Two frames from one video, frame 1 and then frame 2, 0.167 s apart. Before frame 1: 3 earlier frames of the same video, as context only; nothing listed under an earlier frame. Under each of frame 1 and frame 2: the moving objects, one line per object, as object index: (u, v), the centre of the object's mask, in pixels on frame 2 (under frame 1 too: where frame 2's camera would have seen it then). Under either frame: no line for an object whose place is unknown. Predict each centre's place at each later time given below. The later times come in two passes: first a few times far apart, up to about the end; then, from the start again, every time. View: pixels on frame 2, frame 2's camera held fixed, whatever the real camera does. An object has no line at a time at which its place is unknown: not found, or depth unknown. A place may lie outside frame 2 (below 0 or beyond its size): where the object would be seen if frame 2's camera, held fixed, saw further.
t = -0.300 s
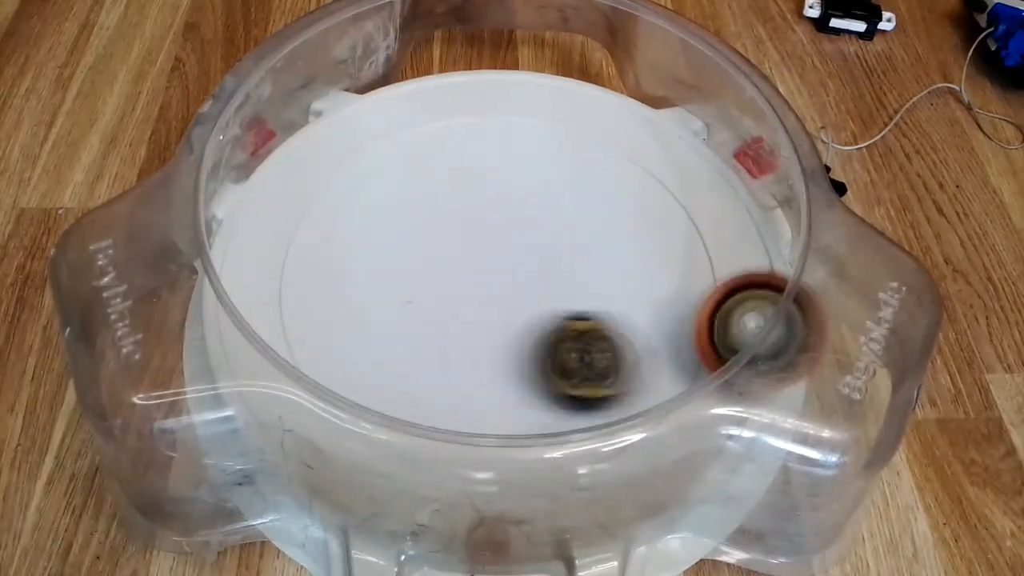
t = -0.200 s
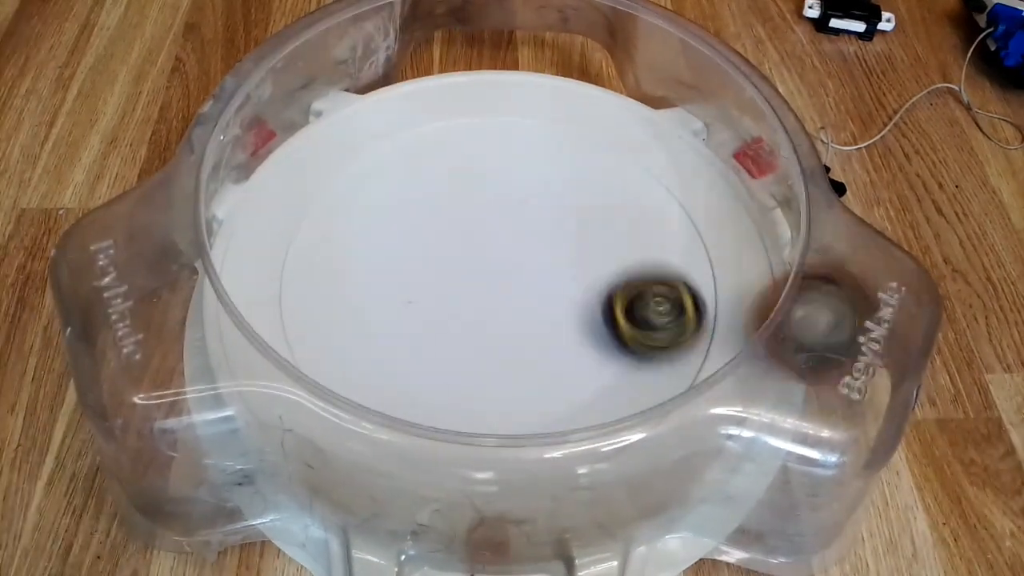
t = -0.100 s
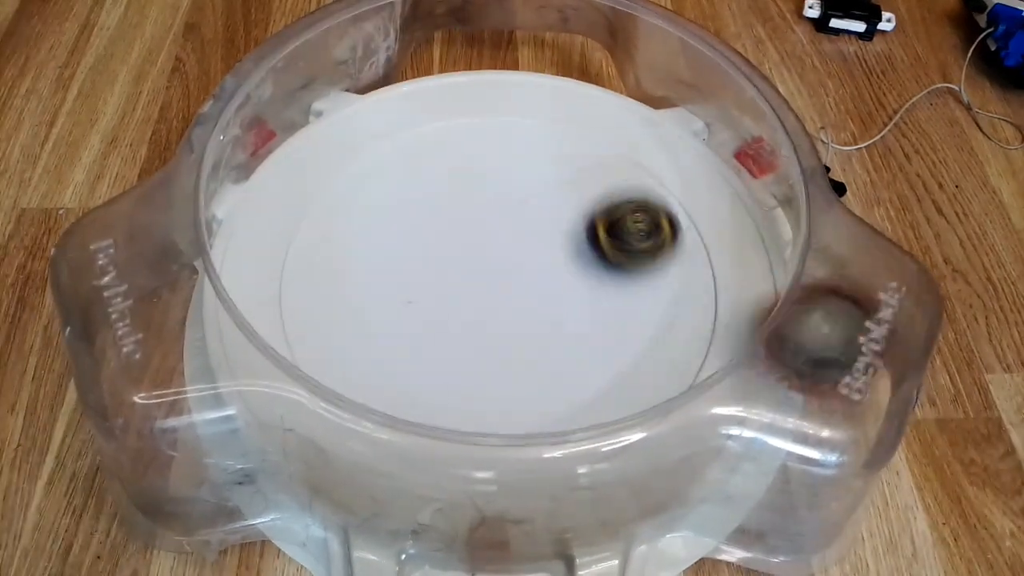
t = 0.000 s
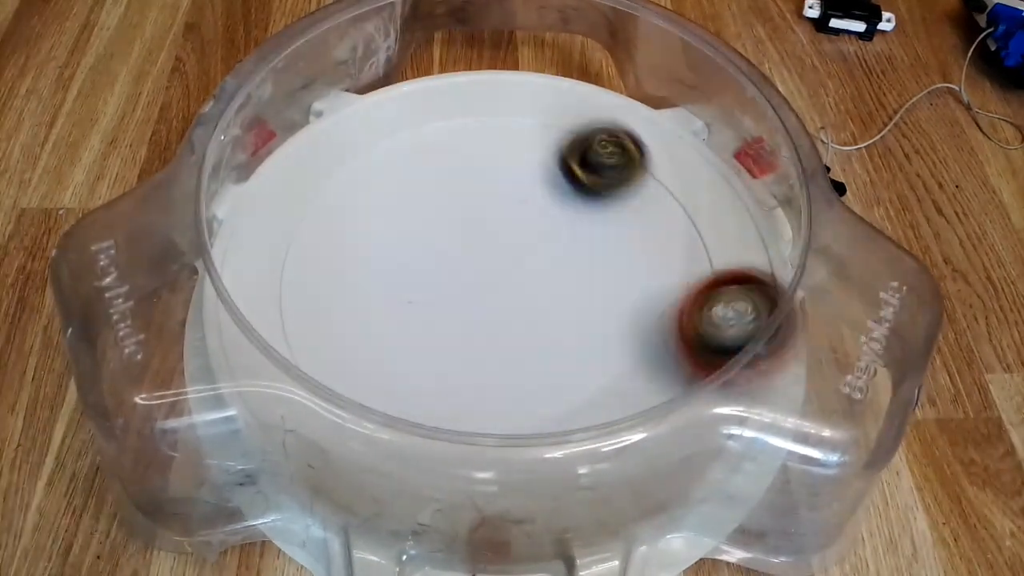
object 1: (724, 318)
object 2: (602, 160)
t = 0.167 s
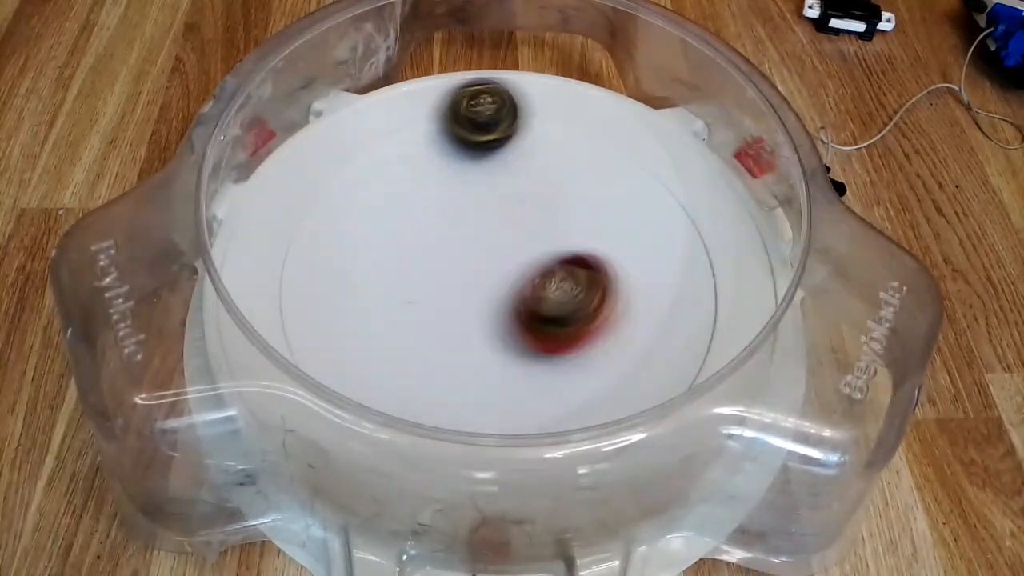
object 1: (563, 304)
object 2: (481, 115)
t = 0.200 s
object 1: (526, 298)
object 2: (455, 123)
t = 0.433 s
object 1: (406, 319)
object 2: (299, 213)
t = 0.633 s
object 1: (459, 430)
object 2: (390, 320)
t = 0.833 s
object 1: (641, 364)
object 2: (565, 250)
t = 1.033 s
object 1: (618, 223)
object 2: (583, 118)
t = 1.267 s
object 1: (453, 216)
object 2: (433, 121)
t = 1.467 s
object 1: (380, 301)
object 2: (387, 220)
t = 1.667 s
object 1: (463, 382)
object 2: (497, 298)
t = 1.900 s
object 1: (502, 285)
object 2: (669, 242)
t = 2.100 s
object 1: (498, 251)
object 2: (621, 154)
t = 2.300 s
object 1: (432, 250)
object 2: (510, 160)
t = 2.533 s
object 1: (406, 298)
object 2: (487, 203)
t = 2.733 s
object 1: (460, 344)
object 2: (526, 221)
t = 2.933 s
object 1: (493, 336)
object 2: (547, 238)
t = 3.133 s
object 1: (459, 328)
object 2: (594, 218)
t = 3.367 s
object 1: (452, 311)
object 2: (590, 216)
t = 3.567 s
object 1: (468, 282)
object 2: (563, 245)
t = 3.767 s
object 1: (428, 277)
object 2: (561, 278)
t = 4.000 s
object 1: (449, 262)
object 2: (539, 323)
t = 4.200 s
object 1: (469, 254)
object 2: (531, 343)
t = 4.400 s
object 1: (480, 248)
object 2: (514, 339)
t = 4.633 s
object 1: (488, 214)
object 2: (483, 329)
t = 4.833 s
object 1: (505, 226)
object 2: (460, 301)
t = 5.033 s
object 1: (555, 235)
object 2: (413, 255)
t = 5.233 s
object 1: (524, 261)
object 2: (401, 230)
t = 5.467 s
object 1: (525, 294)
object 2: (420, 212)
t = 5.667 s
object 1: (534, 285)
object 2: (477, 215)
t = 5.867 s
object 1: (562, 311)
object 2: (536, 209)
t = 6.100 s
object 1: (544, 306)
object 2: (578, 220)
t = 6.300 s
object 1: (480, 291)
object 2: (583, 256)
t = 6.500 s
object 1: (440, 254)
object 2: (570, 303)
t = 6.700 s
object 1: (467, 233)
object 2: (544, 335)
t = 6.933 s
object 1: (519, 245)
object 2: (493, 341)
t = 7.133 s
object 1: (545, 269)
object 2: (449, 323)
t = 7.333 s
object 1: (620, 251)
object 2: (370, 306)
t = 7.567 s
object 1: (586, 275)
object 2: (380, 282)
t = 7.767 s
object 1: (510, 303)
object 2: (439, 238)
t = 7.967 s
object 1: (419, 296)
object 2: (490, 183)
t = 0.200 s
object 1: (526, 298)
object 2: (455, 123)
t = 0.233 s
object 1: (495, 277)
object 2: (429, 136)
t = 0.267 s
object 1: (463, 262)
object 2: (405, 154)
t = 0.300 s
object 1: (436, 254)
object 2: (381, 178)
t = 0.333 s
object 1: (423, 268)
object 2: (350, 176)
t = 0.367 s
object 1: (416, 279)
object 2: (323, 178)
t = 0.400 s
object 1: (409, 300)
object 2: (307, 190)
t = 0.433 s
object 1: (406, 319)
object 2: (299, 213)
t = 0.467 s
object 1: (408, 328)
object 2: (298, 240)
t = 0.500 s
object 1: (411, 350)
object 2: (304, 264)
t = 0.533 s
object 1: (417, 369)
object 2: (315, 284)
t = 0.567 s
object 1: (425, 379)
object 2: (337, 308)
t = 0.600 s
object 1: (436, 386)
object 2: (364, 324)
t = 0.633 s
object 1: (459, 430)
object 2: (390, 320)
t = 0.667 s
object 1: (501, 484)
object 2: (419, 313)
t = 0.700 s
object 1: (536, 466)
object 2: (451, 306)
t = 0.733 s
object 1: (568, 432)
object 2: (484, 297)
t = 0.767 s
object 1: (594, 398)
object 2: (515, 283)
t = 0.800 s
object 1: (620, 380)
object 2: (542, 267)
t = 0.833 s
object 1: (641, 364)
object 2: (565, 250)
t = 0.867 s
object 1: (652, 338)
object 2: (583, 230)
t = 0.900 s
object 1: (657, 311)
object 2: (596, 207)
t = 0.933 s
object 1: (656, 287)
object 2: (603, 183)
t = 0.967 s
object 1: (649, 263)
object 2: (604, 160)
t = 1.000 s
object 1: (636, 241)
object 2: (599, 136)
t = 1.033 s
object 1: (618, 223)
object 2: (583, 118)
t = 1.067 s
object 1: (597, 207)
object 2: (561, 114)
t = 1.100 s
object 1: (573, 192)
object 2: (534, 116)
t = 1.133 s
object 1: (548, 191)
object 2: (510, 115)
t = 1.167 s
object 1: (525, 192)
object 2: (486, 112)
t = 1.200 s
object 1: (501, 193)
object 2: (466, 114)
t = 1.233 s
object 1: (476, 202)
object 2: (449, 118)
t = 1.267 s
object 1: (453, 216)
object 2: (433, 121)
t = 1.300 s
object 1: (429, 232)
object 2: (419, 130)
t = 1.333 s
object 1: (406, 248)
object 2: (406, 141)
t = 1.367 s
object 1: (388, 261)
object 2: (396, 157)
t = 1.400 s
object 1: (377, 274)
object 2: (388, 176)
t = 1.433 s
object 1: (375, 287)
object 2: (384, 198)
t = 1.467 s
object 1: (380, 301)
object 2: (387, 220)
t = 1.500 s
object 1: (389, 329)
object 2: (396, 236)
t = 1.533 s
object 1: (402, 354)
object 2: (409, 253)
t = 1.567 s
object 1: (417, 370)
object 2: (426, 268)
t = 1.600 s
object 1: (434, 378)
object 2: (447, 281)
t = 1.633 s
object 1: (450, 382)
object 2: (471, 291)
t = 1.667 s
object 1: (463, 382)
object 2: (497, 298)
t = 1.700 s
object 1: (473, 378)
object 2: (526, 303)
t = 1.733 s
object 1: (481, 368)
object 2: (555, 305)
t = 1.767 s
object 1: (487, 352)
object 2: (581, 303)
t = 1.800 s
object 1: (492, 334)
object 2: (609, 295)
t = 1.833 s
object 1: (496, 316)
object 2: (635, 281)
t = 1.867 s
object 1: (500, 300)
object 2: (656, 263)
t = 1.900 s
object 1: (502, 285)
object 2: (669, 242)
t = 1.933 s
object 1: (504, 273)
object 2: (676, 221)
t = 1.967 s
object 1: (506, 262)
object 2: (675, 201)
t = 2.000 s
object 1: (507, 256)
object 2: (668, 184)
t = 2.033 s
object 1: (507, 252)
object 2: (656, 170)
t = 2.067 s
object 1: (504, 251)
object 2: (640, 161)
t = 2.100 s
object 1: (498, 251)
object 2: (621, 154)
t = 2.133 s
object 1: (489, 249)
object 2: (600, 150)
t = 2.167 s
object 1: (482, 244)
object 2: (577, 150)
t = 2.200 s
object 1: (474, 239)
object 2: (556, 152)
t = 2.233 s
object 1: (468, 234)
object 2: (530, 159)
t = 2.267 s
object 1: (459, 234)
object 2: (512, 165)
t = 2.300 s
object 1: (432, 250)
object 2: (510, 160)
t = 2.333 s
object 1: (410, 264)
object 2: (509, 161)
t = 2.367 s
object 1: (394, 276)
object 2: (504, 165)
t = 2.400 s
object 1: (383, 285)
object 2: (500, 170)
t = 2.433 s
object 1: (380, 291)
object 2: (495, 177)
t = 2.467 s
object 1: (383, 295)
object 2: (491, 185)
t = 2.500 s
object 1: (392, 297)
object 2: (488, 193)
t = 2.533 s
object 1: (406, 298)
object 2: (487, 203)
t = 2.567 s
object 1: (424, 298)
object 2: (486, 213)
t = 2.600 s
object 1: (443, 297)
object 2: (487, 222)
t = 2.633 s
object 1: (451, 310)
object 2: (496, 225)
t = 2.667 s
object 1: (453, 326)
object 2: (510, 221)
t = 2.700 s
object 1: (456, 337)
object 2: (520, 220)
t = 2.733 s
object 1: (460, 344)
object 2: (526, 221)
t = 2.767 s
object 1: (465, 348)
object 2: (531, 223)
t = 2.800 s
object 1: (470, 350)
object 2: (535, 225)
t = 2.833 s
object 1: (476, 350)
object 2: (539, 229)
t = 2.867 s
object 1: (482, 347)
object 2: (542, 231)
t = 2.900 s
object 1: (487, 343)
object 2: (544, 234)
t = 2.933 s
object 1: (493, 336)
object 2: (547, 238)
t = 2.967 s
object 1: (498, 329)
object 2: (549, 242)
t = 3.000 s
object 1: (501, 320)
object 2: (552, 244)
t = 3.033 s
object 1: (500, 314)
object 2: (557, 245)
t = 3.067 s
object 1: (483, 322)
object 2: (572, 235)
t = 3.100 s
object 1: (469, 326)
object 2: (586, 225)
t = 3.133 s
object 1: (459, 328)
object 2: (594, 218)
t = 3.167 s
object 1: (453, 328)
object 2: (598, 215)
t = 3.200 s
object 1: (450, 326)
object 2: (600, 213)
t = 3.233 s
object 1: (448, 325)
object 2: (599, 212)
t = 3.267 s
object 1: (448, 322)
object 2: (598, 212)
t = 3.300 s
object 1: (449, 318)
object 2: (596, 213)
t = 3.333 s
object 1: (450, 315)
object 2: (593, 214)
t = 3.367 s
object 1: (452, 311)
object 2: (590, 216)
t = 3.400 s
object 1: (454, 306)
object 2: (587, 218)
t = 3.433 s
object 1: (456, 301)
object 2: (584, 221)
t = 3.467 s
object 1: (459, 296)
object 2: (579, 225)
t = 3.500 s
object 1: (461, 291)
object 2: (574, 231)
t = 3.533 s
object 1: (464, 286)
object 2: (569, 237)
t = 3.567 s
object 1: (468, 282)
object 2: (563, 245)
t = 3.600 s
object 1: (465, 279)
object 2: (561, 250)
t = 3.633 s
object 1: (450, 280)
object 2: (568, 255)
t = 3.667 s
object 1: (441, 280)
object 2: (570, 260)
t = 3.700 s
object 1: (434, 280)
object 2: (568, 265)
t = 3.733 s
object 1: (430, 279)
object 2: (565, 272)
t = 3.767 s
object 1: (428, 277)
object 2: (561, 278)
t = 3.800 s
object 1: (429, 276)
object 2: (557, 284)
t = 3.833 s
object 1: (431, 274)
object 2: (553, 291)
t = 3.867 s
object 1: (435, 273)
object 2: (549, 297)
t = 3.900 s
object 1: (440, 271)
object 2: (544, 303)
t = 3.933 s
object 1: (446, 269)
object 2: (541, 309)
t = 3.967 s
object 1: (448, 265)
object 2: (540, 317)
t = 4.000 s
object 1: (449, 262)
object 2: (539, 323)
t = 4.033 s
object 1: (452, 260)
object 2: (539, 329)
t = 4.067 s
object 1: (456, 258)
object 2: (538, 334)
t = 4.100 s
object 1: (460, 257)
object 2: (537, 337)
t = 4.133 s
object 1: (464, 256)
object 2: (536, 340)
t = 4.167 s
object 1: (467, 255)
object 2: (534, 342)
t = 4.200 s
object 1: (469, 254)
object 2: (531, 343)
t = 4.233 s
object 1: (472, 254)
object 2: (529, 343)
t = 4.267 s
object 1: (474, 255)
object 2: (527, 343)
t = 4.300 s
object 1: (477, 254)
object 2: (524, 342)
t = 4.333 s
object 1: (479, 253)
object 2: (521, 341)
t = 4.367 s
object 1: (479, 250)
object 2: (518, 340)
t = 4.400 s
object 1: (480, 248)
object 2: (514, 339)
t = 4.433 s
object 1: (481, 246)
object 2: (510, 336)
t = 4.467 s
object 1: (482, 244)
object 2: (504, 334)
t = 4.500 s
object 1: (483, 236)
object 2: (500, 336)
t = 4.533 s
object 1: (484, 227)
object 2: (496, 336)
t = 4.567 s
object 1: (484, 221)
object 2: (490, 335)
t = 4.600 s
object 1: (485, 216)
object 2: (487, 332)
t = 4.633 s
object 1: (488, 214)
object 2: (483, 329)
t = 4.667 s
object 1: (490, 213)
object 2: (479, 325)
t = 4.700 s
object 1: (492, 214)
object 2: (474, 321)
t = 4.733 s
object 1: (495, 216)
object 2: (470, 317)
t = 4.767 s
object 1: (498, 219)
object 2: (467, 312)
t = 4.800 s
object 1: (501, 223)
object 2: (464, 306)
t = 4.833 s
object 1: (505, 226)
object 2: (460, 301)
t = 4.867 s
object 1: (512, 229)
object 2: (453, 294)
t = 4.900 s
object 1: (527, 228)
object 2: (440, 286)
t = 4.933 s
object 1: (540, 227)
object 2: (431, 277)
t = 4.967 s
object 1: (546, 227)
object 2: (424, 269)
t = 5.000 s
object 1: (552, 230)
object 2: (418, 262)
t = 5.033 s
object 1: (555, 235)
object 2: (413, 255)
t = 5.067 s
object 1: (555, 237)
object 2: (409, 248)
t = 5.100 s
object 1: (551, 243)
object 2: (404, 242)
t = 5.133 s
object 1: (546, 249)
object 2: (402, 238)
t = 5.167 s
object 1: (542, 253)
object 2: (400, 234)
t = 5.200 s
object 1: (533, 257)
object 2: (400, 232)
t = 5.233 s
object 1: (524, 261)
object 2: (401, 230)
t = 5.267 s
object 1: (517, 264)
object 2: (403, 228)
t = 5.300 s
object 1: (510, 264)
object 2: (405, 227)
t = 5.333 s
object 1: (502, 265)
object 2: (407, 227)
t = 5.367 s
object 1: (506, 268)
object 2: (407, 221)
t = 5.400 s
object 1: (516, 282)
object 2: (409, 215)
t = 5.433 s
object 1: (521, 288)
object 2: (413, 213)
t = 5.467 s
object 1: (525, 294)
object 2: (420, 212)
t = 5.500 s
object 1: (528, 295)
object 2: (427, 212)
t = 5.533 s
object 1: (529, 297)
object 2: (435, 212)
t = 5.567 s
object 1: (531, 295)
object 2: (443, 213)
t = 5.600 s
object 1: (533, 293)
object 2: (453, 214)
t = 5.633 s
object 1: (533, 291)
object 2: (465, 214)
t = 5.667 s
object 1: (534, 285)
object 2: (477, 215)
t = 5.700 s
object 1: (540, 293)
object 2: (487, 210)
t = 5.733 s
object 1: (545, 299)
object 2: (497, 207)
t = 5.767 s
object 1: (550, 304)
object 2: (508, 207)
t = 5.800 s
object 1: (554, 310)
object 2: (518, 207)
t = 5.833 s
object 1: (558, 308)
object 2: (527, 208)
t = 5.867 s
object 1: (562, 311)
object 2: (536, 209)
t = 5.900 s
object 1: (563, 309)
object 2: (544, 210)
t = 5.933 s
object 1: (565, 310)
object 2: (551, 211)
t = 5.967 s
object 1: (563, 309)
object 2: (558, 211)
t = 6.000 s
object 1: (560, 307)
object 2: (564, 212)
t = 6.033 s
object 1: (556, 307)
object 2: (570, 215)
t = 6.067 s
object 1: (550, 304)
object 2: (575, 216)
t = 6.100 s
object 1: (544, 306)
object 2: (578, 220)
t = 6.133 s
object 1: (534, 301)
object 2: (582, 223)
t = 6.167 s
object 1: (525, 303)
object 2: (583, 228)
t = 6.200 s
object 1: (515, 298)
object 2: (585, 234)
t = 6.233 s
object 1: (502, 298)
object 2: (585, 241)
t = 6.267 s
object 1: (494, 295)
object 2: (585, 248)
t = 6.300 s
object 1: (480, 291)
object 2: (583, 256)
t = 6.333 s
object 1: (472, 288)
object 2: (583, 264)
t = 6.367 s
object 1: (460, 281)
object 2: (581, 271)
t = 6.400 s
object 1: (451, 278)
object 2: (579, 279)
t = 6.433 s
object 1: (445, 268)
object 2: (576, 286)
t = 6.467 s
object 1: (439, 262)
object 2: (573, 294)
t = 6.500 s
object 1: (440, 254)
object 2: (570, 303)
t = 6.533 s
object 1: (440, 250)
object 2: (567, 310)
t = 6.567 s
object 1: (444, 243)
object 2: (563, 316)
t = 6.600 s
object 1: (447, 241)
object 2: (559, 321)
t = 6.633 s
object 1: (453, 236)
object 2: (555, 327)
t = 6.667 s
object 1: (458, 236)
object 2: (549, 332)
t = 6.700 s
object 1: (467, 233)
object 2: (544, 335)
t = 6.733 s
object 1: (473, 234)
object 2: (537, 338)
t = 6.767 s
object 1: (483, 234)
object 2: (531, 341)
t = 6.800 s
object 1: (489, 235)
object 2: (524, 342)
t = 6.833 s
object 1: (500, 238)
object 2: (516, 343)
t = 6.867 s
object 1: (506, 239)
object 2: (509, 343)
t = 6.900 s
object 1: (515, 245)
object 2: (501, 343)
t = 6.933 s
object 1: (519, 245)
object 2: (493, 341)
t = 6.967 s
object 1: (527, 252)
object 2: (486, 339)
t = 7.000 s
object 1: (530, 253)
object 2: (478, 337)
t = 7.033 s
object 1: (536, 259)
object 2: (473, 334)
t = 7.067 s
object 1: (537, 261)
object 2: (466, 330)
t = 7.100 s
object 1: (541, 265)
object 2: (460, 327)
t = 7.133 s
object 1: (545, 269)
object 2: (449, 323)
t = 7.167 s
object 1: (562, 263)
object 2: (427, 322)
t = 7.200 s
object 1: (577, 262)
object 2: (411, 319)
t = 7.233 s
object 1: (591, 258)
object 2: (397, 316)
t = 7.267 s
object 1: (605, 255)
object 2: (385, 313)
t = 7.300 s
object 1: (613, 255)
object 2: (377, 309)
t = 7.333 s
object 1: (620, 251)
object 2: (370, 306)
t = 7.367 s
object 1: (625, 253)
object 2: (366, 303)
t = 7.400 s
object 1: (622, 260)
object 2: (365, 300)
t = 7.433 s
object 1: (617, 261)
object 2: (365, 298)
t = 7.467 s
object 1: (611, 265)
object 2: (367, 295)
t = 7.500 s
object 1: (602, 270)
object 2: (371, 291)
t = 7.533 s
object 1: (596, 271)
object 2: (374, 287)
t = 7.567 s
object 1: (586, 275)
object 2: (380, 282)
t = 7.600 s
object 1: (577, 280)
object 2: (387, 277)
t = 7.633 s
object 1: (566, 286)
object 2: (396, 272)
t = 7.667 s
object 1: (553, 290)
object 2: (407, 265)
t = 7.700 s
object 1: (541, 294)
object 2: (417, 257)
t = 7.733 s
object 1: (525, 299)
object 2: (429, 248)
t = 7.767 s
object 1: (510, 303)
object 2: (439, 238)
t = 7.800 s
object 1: (492, 304)
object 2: (449, 229)
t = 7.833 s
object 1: (477, 305)
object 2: (460, 218)
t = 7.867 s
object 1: (459, 305)
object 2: (468, 209)
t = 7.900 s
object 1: (444, 306)
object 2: (477, 198)
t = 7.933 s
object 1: (431, 302)
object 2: (484, 190)
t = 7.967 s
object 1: (419, 296)
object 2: (490, 183)
